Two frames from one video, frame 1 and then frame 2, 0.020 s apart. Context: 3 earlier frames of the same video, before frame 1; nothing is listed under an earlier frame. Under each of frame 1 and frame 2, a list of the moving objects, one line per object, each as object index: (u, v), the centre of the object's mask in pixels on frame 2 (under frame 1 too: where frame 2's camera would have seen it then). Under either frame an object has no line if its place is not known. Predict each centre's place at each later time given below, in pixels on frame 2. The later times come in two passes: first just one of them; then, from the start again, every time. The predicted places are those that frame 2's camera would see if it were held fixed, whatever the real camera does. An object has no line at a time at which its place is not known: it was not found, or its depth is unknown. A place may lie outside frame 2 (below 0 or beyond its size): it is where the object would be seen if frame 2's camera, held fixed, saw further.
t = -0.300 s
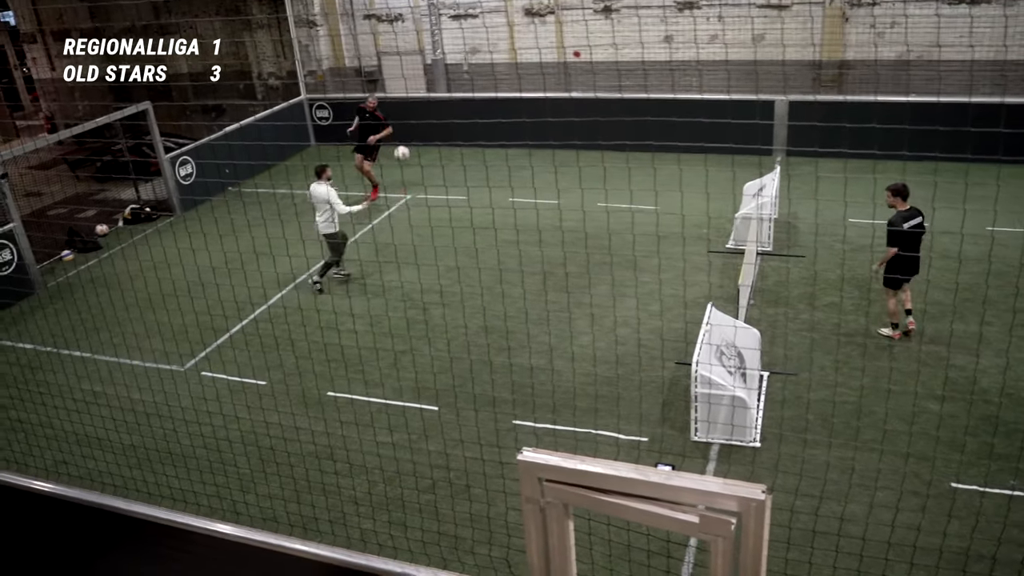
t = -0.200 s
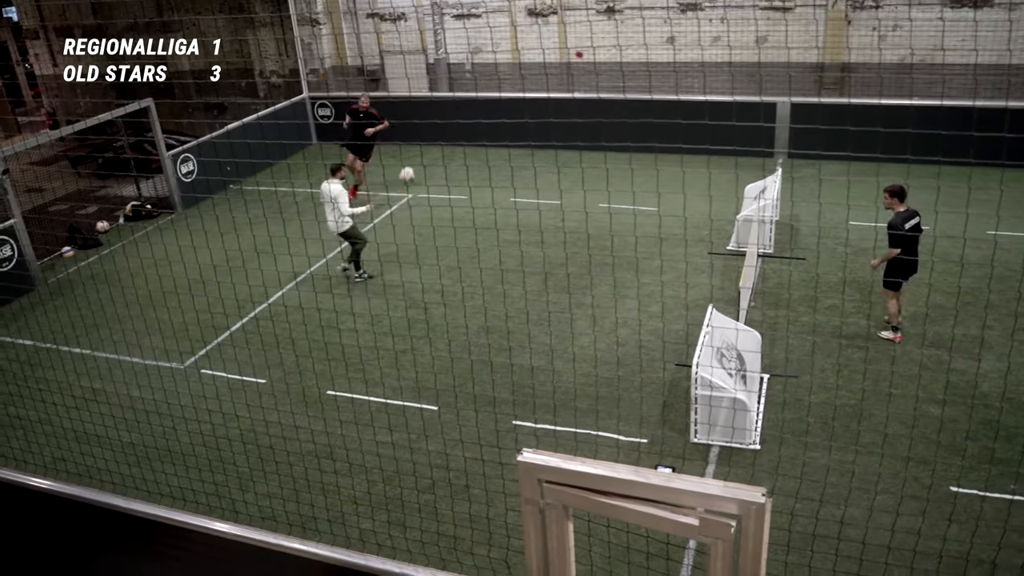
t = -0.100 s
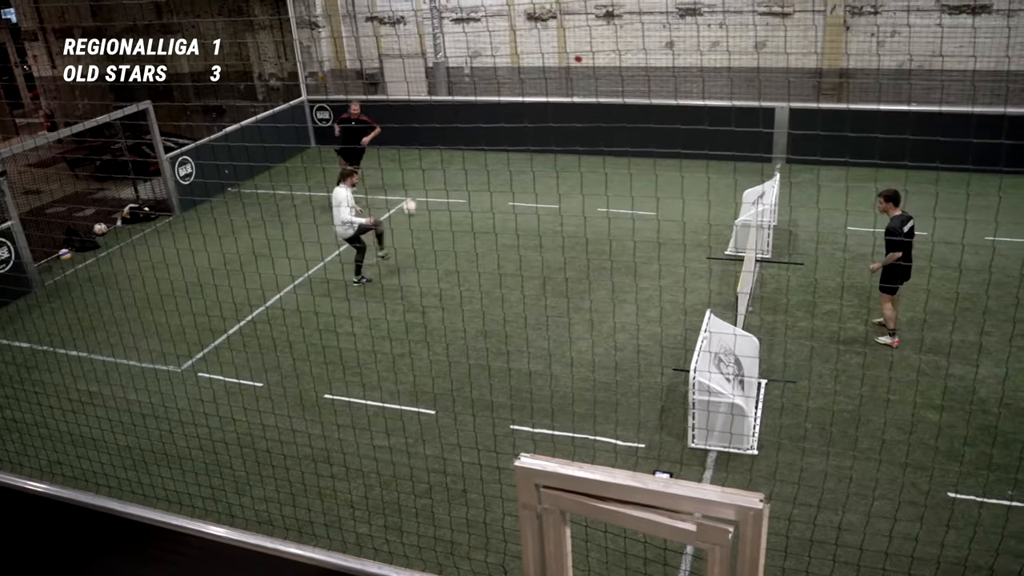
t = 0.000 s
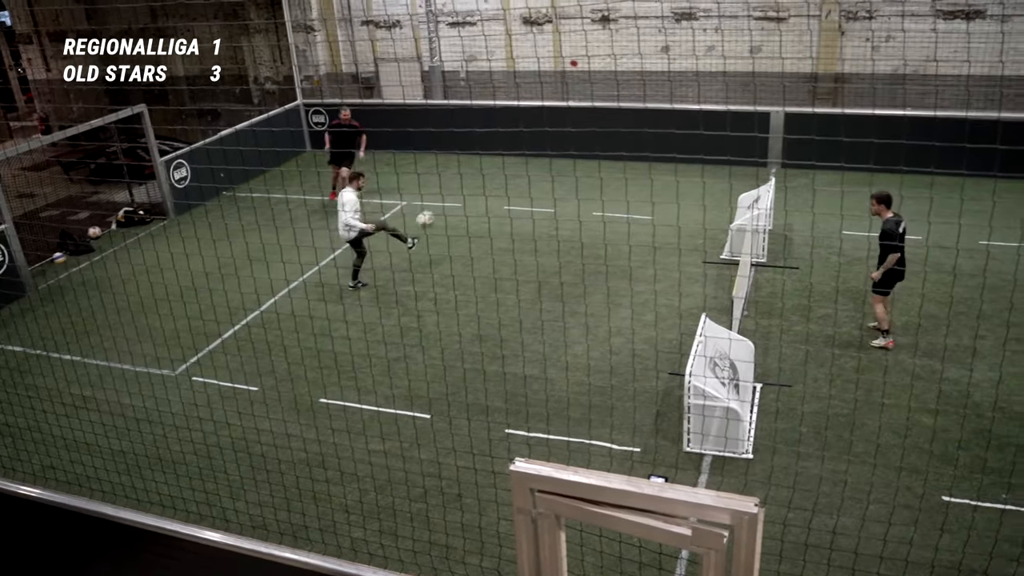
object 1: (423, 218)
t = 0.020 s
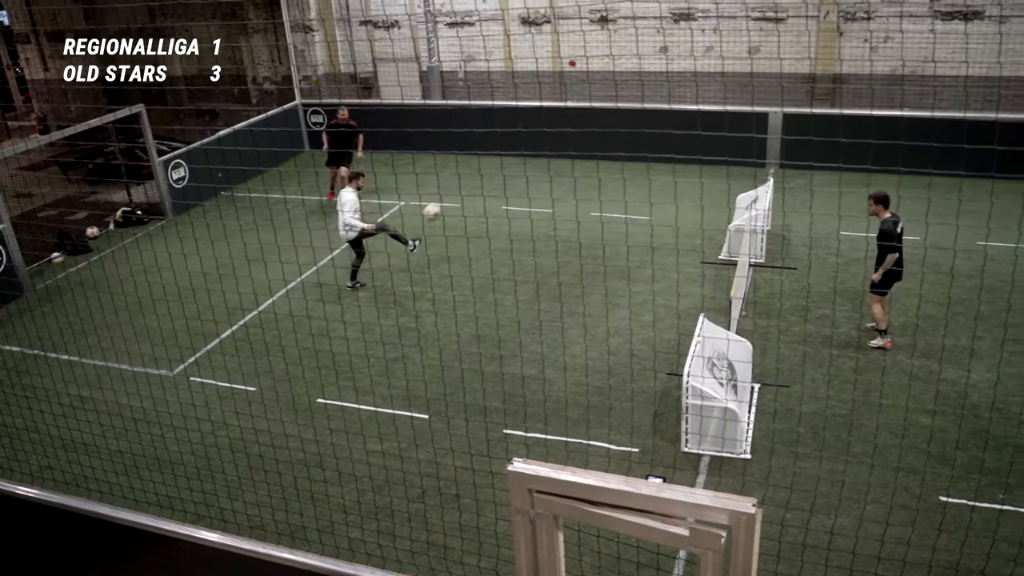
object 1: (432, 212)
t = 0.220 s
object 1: (528, 142)
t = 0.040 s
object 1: (442, 203)
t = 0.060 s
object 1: (450, 196)
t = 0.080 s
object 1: (459, 188)
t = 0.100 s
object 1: (469, 181)
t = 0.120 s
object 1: (478, 173)
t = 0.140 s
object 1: (488, 166)
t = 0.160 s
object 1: (498, 159)
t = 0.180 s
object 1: (508, 153)
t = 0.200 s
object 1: (518, 148)
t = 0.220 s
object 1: (528, 142)
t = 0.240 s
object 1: (538, 137)
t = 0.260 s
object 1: (549, 131)
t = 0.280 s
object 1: (560, 126)
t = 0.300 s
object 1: (571, 121)
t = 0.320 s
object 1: (581, 117)
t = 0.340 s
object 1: (594, 112)
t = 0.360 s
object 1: (608, 108)
